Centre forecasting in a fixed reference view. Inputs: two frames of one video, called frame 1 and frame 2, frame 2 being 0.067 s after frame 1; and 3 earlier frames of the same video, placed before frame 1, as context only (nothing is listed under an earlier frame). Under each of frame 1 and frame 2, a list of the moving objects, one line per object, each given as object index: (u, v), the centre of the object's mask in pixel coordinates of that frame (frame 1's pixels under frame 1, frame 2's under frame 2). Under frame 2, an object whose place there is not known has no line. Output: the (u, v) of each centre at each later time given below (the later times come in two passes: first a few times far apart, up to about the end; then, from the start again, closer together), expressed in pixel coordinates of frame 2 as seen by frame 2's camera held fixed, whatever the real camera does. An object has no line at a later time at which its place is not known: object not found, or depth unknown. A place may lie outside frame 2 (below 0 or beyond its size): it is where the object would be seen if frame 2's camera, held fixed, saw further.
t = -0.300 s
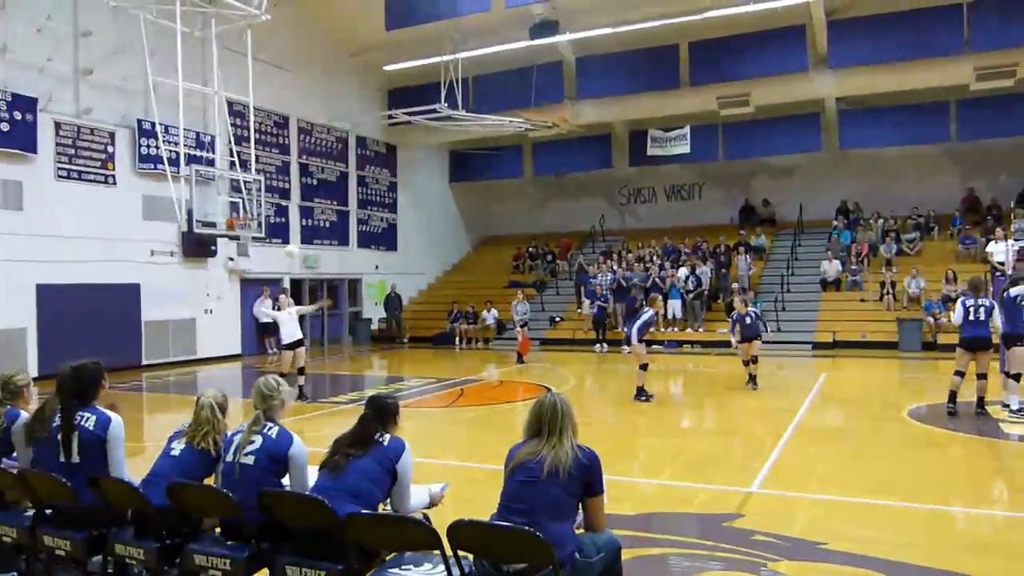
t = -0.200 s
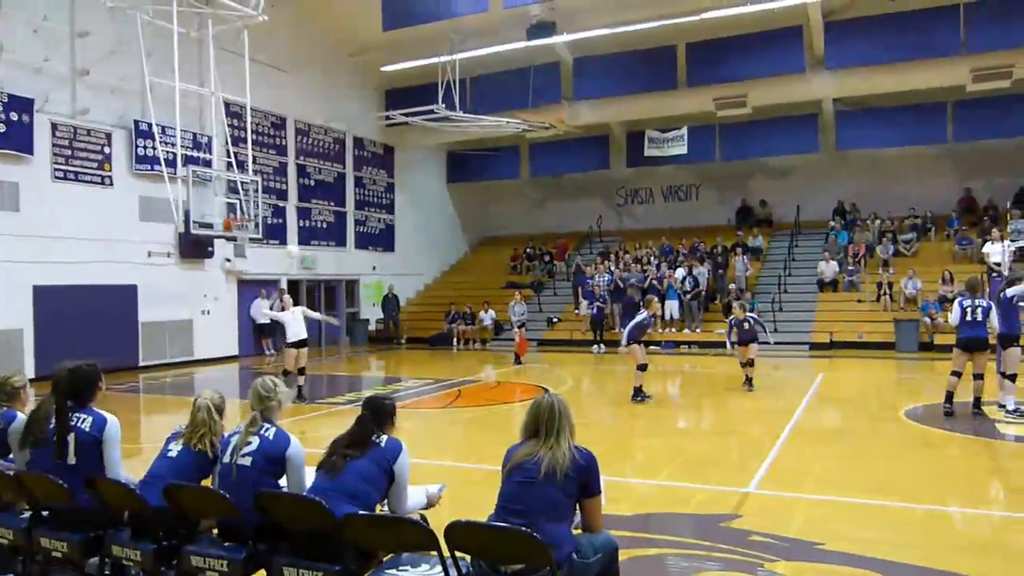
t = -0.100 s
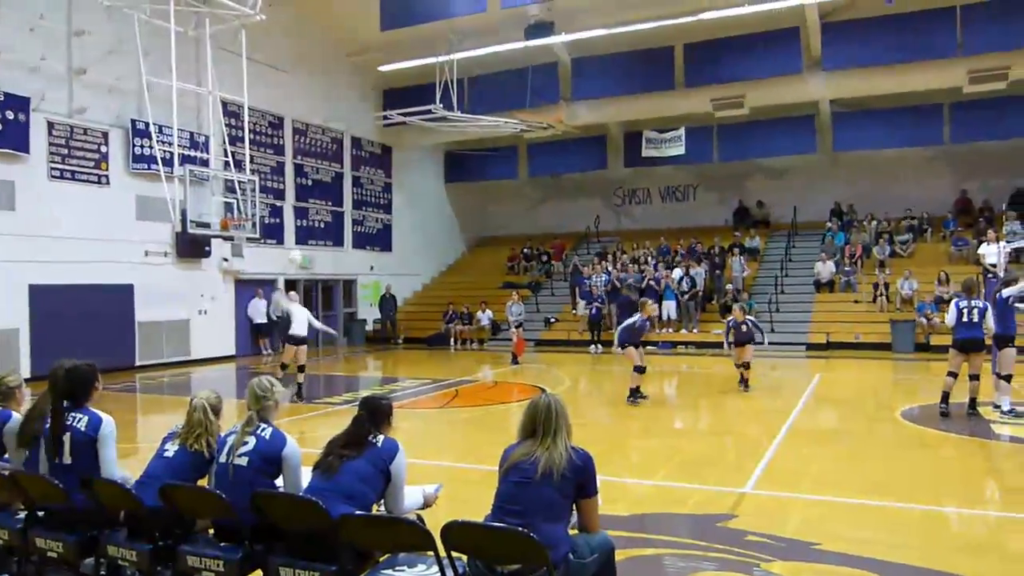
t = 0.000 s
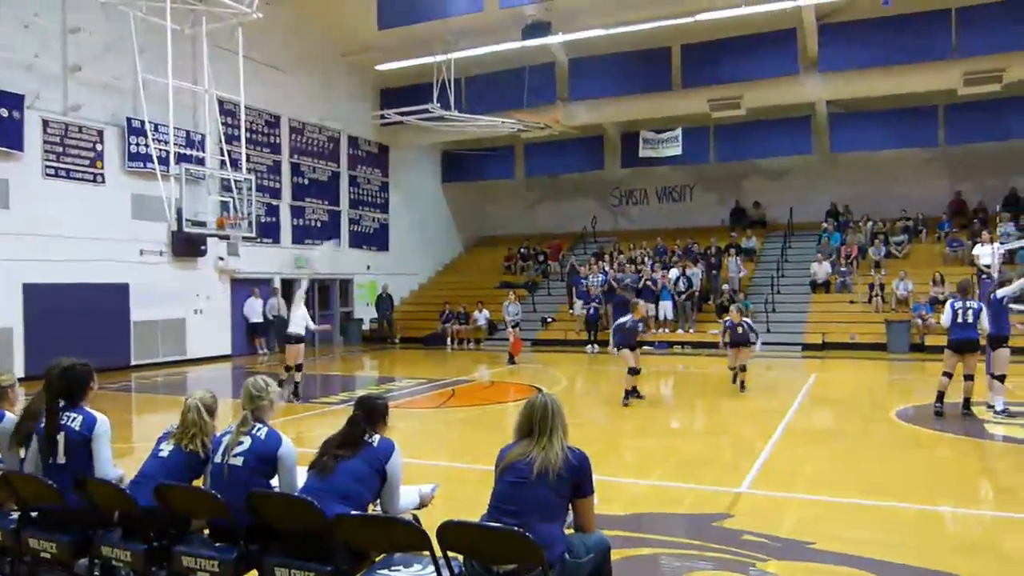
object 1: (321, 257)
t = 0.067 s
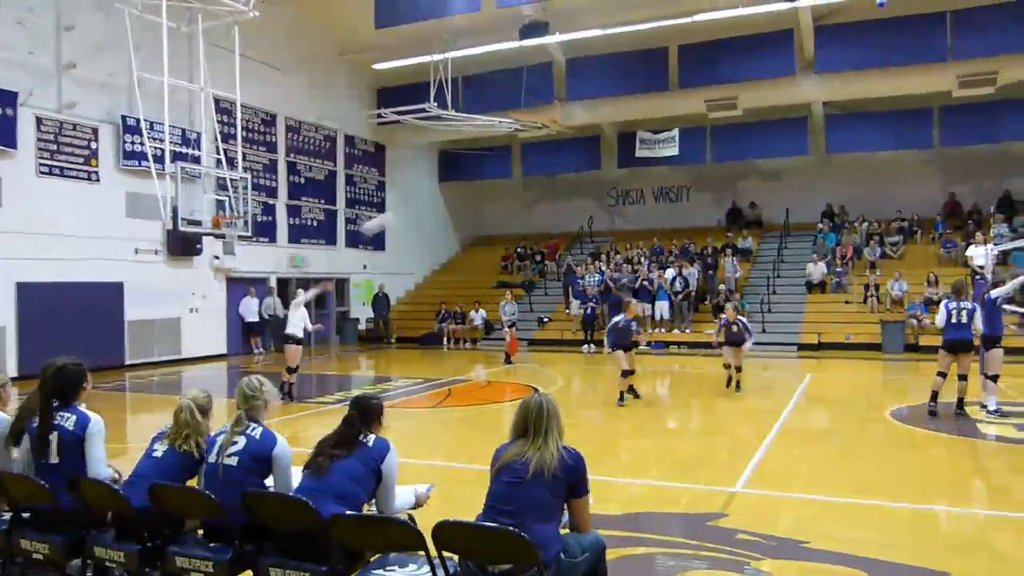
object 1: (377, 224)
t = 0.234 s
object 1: (536, 168)
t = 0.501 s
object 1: (837, 123)
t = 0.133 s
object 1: (441, 198)
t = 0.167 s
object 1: (470, 188)
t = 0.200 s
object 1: (503, 178)
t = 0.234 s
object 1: (536, 168)
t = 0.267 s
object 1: (570, 159)
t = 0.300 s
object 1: (606, 152)
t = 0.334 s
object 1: (641, 145)
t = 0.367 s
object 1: (680, 137)
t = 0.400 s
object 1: (715, 133)
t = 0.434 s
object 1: (754, 128)
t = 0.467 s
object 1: (795, 125)
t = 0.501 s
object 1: (837, 123)
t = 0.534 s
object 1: (880, 122)
